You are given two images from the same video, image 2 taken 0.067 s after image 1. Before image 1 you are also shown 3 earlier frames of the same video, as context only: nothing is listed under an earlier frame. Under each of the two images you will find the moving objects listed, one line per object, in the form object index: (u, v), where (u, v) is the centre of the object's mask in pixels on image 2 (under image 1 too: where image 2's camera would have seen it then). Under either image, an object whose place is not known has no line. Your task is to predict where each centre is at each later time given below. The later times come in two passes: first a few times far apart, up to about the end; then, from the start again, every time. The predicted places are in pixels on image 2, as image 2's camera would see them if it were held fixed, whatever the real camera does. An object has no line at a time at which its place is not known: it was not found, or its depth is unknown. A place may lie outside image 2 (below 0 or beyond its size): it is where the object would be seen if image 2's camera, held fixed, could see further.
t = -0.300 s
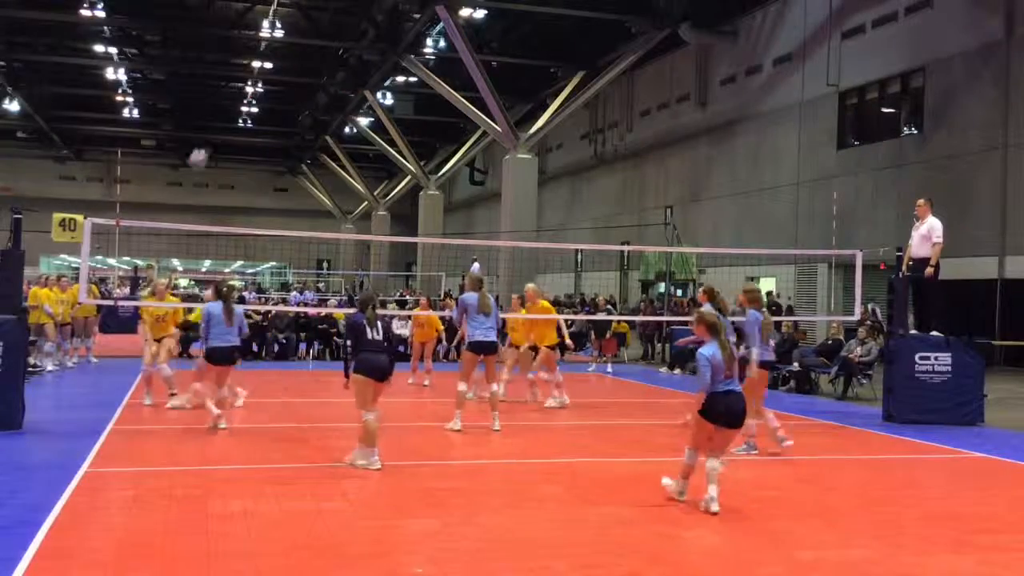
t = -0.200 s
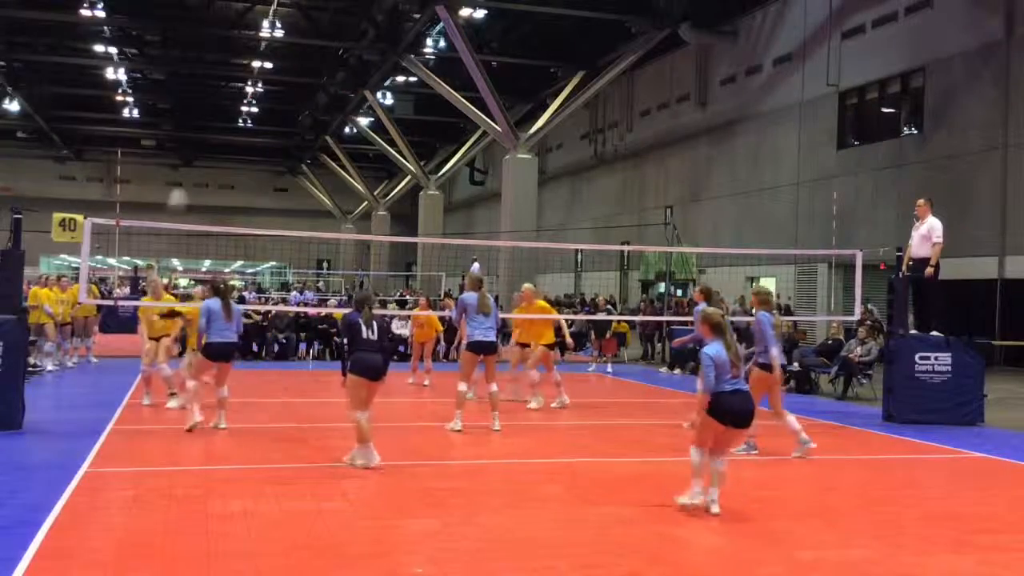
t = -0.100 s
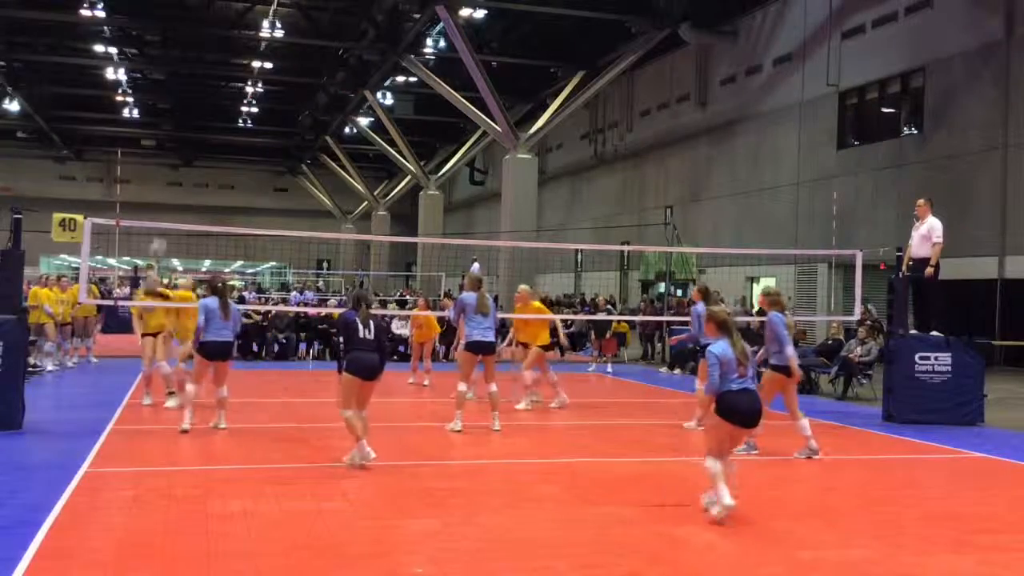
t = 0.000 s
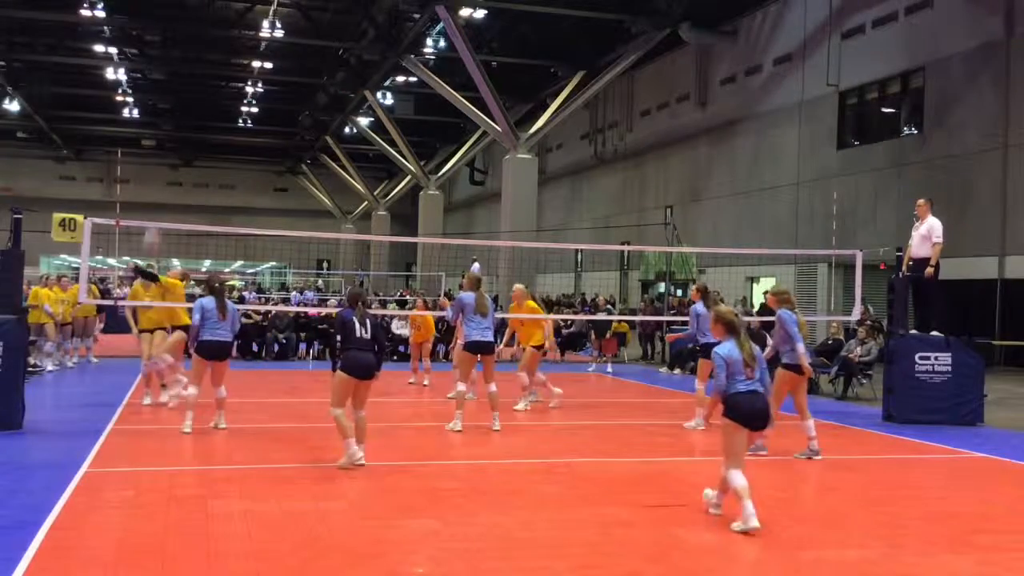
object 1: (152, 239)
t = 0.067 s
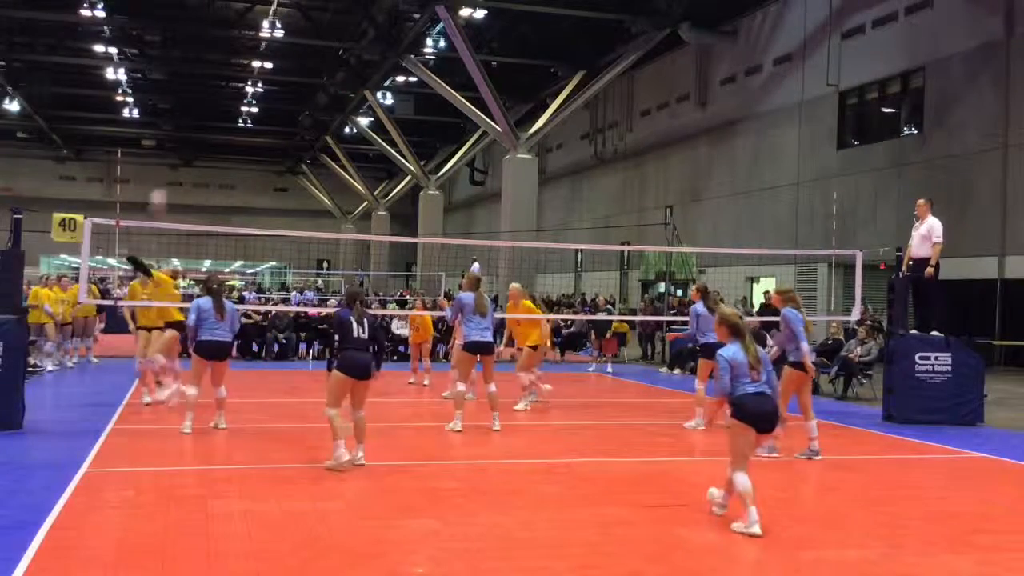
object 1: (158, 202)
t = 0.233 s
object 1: (175, 121)
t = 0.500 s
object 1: (201, 39)
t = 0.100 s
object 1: (162, 181)
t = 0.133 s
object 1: (166, 166)
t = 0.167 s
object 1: (169, 150)
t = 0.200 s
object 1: (172, 135)
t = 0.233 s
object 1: (175, 121)
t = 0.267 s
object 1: (178, 108)
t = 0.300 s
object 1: (182, 94)
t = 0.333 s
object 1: (185, 84)
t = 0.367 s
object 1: (188, 73)
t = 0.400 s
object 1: (191, 63)
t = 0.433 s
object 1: (194, 54)
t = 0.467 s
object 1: (197, 46)
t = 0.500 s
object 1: (201, 39)
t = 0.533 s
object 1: (204, 33)
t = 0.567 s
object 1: (207, 28)
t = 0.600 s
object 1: (210, 24)
